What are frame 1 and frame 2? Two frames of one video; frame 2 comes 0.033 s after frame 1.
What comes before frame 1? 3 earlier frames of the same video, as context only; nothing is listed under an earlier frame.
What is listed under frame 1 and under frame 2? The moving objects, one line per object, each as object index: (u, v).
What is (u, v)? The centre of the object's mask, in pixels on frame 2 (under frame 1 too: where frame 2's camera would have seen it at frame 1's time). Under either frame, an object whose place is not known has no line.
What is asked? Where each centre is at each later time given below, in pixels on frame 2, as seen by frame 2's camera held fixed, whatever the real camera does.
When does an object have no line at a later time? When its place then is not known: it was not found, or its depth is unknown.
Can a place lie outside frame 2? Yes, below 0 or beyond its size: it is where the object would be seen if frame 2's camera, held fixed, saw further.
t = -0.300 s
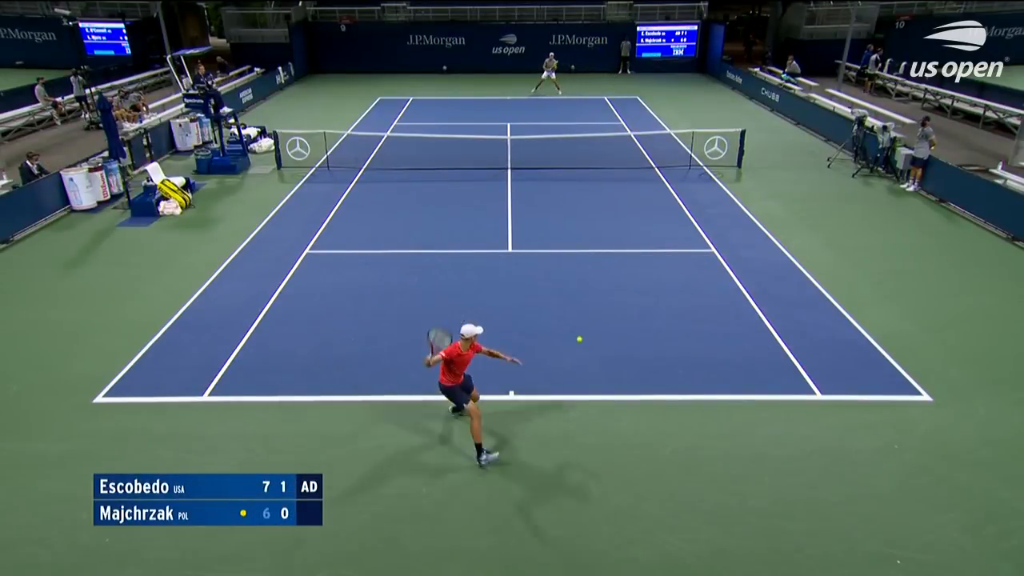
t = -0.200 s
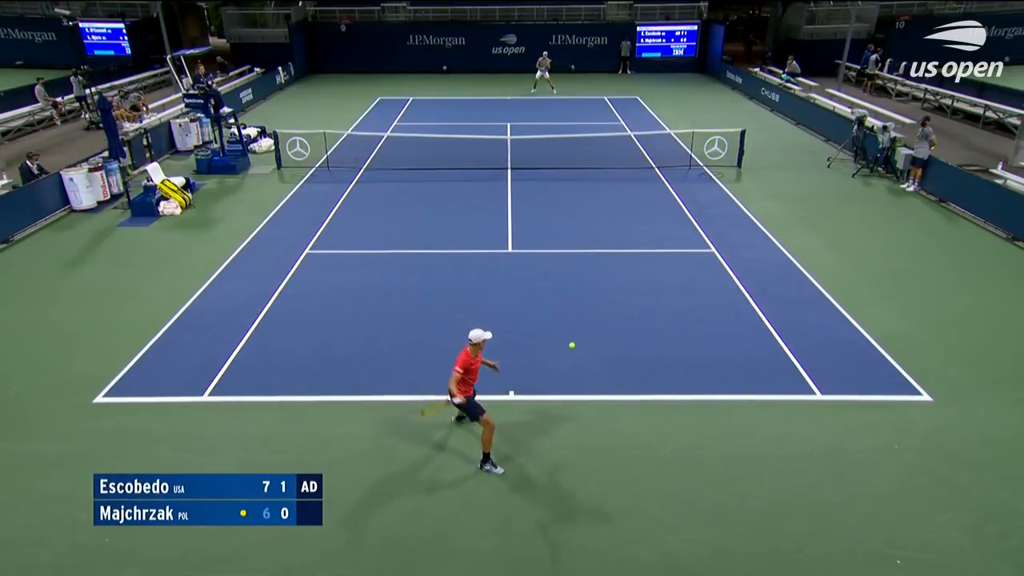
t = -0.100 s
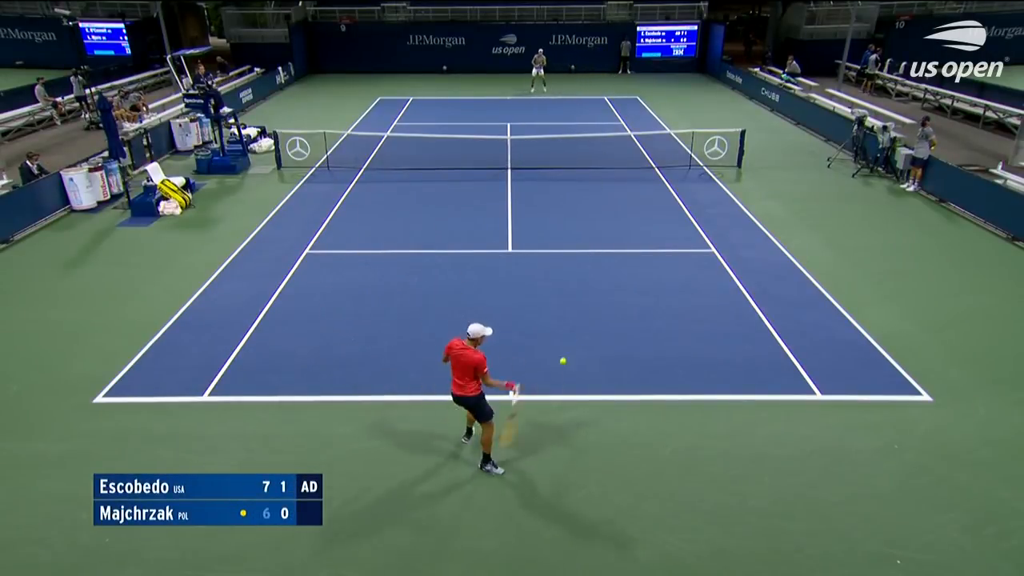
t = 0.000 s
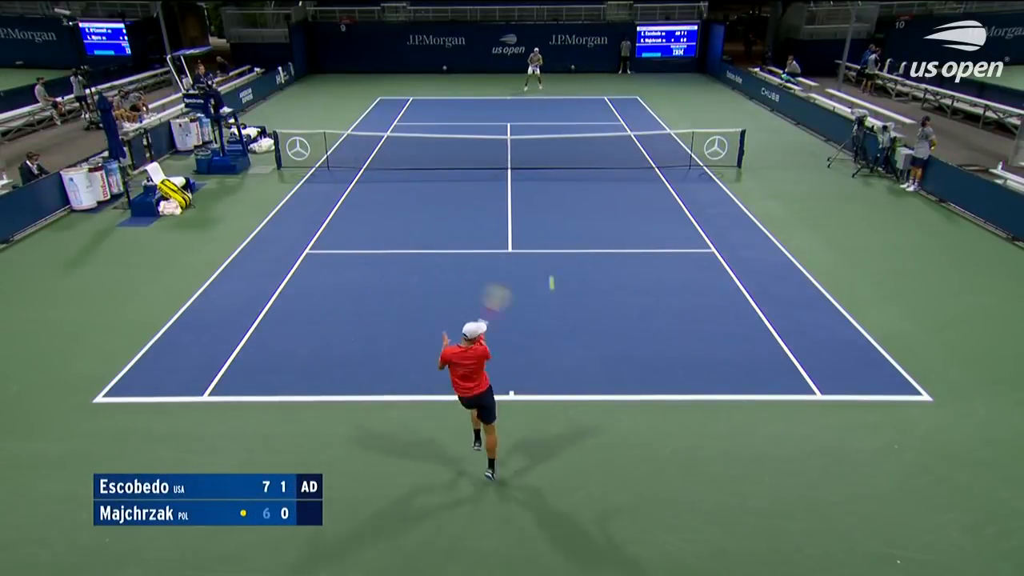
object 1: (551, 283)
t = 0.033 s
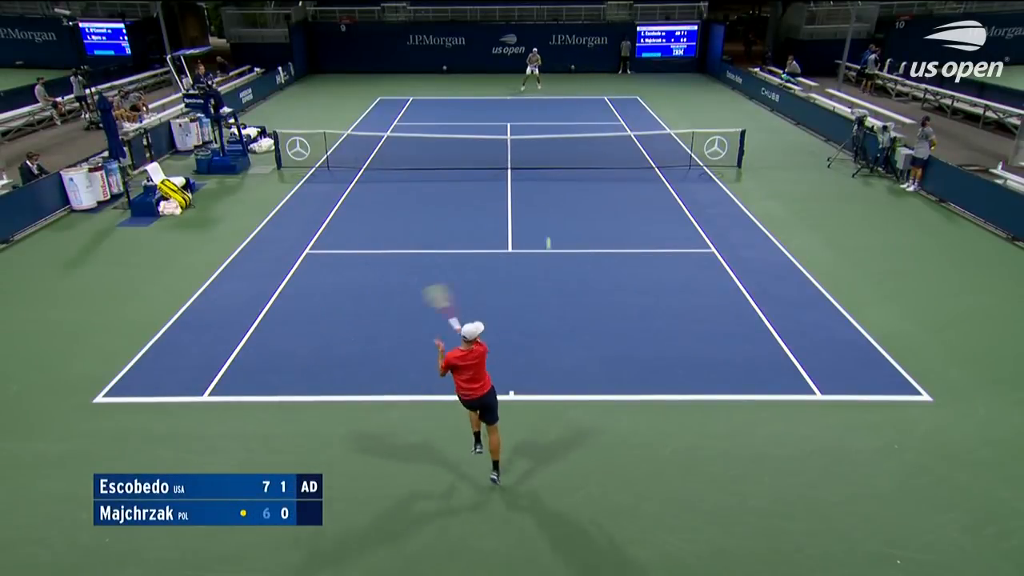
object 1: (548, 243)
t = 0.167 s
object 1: (541, 146)
